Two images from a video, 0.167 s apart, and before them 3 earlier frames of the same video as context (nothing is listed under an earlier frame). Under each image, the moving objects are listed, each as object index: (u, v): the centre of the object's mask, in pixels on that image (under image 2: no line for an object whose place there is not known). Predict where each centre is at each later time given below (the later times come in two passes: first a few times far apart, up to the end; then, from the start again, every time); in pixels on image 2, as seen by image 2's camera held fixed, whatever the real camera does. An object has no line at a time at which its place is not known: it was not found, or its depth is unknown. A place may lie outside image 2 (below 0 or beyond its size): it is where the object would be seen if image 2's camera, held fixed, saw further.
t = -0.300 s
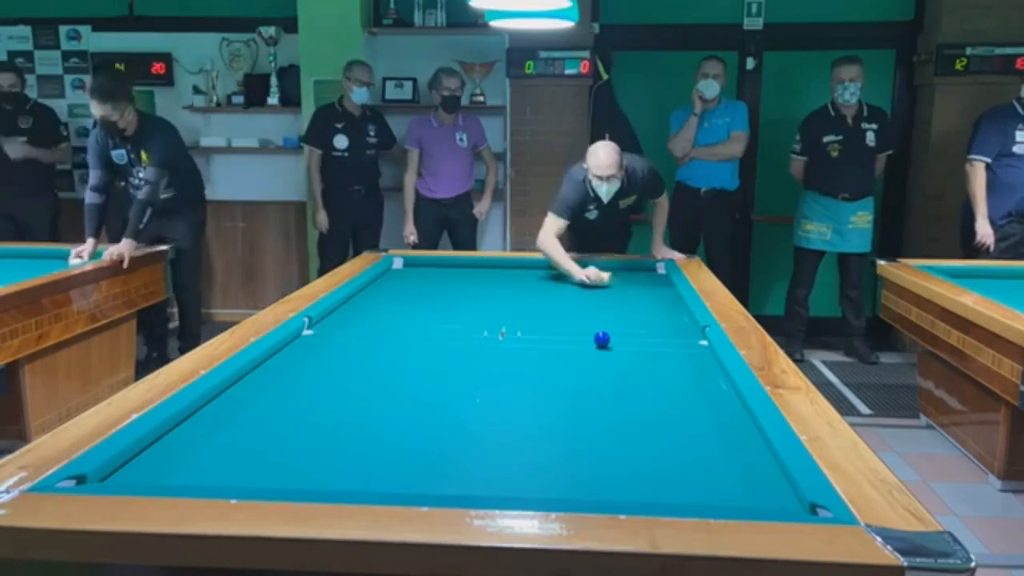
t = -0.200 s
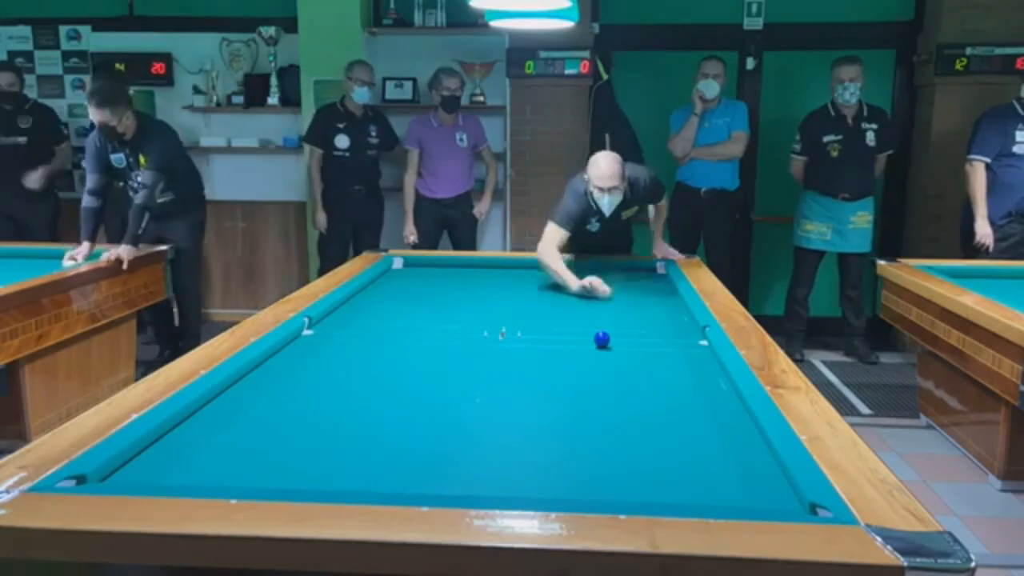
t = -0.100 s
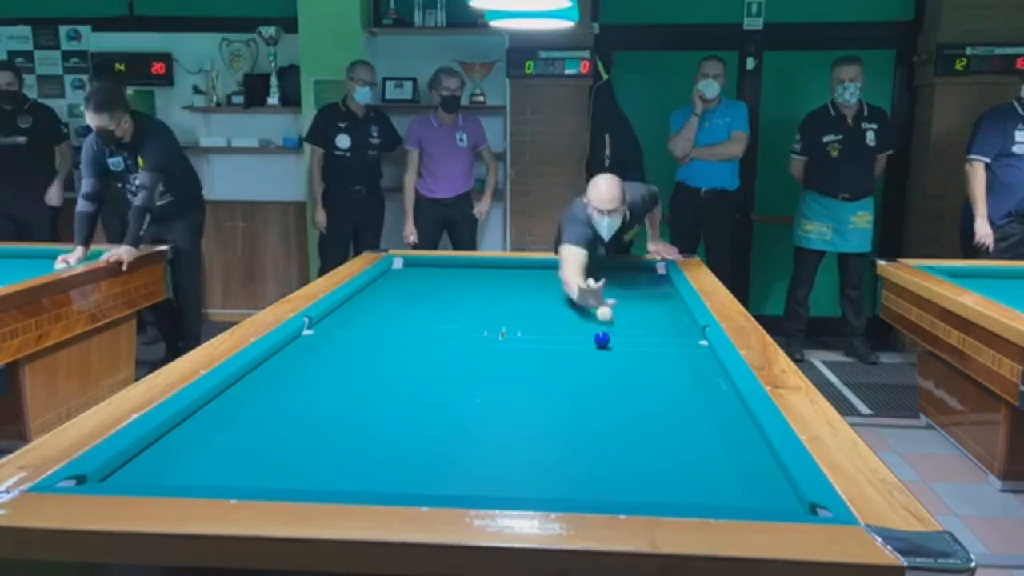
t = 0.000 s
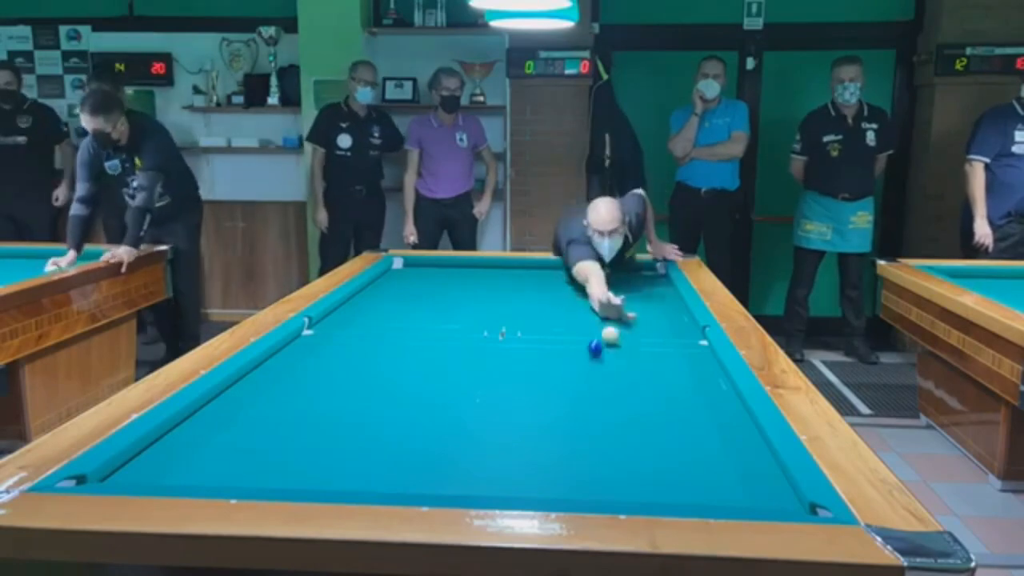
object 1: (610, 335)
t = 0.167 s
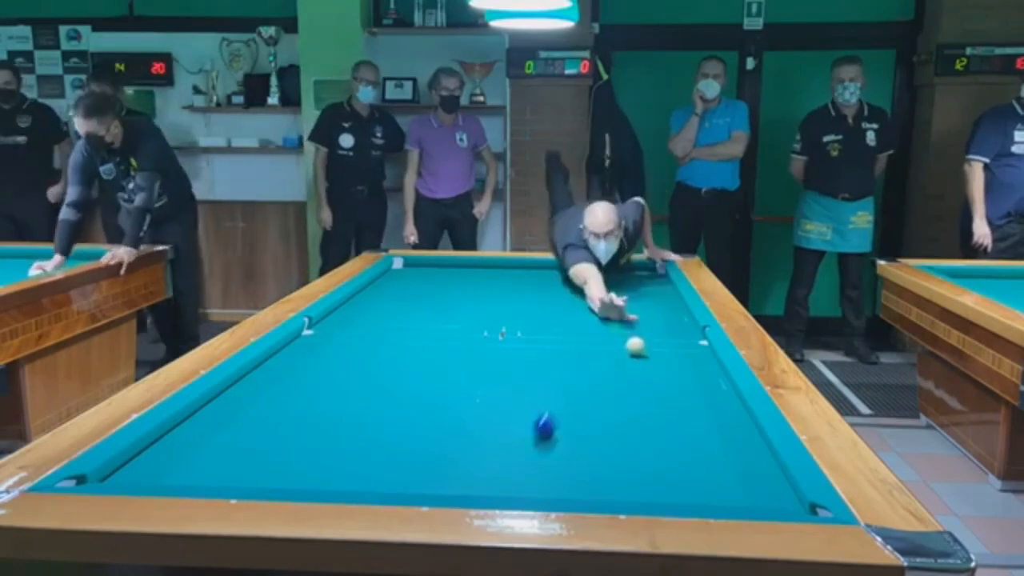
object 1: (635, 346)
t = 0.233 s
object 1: (645, 350)
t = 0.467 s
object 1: (680, 366)
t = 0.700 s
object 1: (718, 383)
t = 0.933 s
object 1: (714, 398)
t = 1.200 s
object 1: (704, 417)
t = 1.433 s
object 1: (696, 435)
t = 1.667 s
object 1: (686, 455)
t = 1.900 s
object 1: (675, 477)
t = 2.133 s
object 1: (663, 494)
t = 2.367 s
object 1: (648, 492)
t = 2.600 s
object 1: (635, 483)
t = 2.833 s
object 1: (622, 469)
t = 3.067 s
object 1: (610, 457)
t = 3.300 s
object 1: (600, 446)
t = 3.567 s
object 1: (590, 435)
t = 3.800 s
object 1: (581, 427)
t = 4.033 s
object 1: (574, 419)
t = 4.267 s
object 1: (567, 412)
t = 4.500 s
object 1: (561, 405)
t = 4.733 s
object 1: (556, 400)
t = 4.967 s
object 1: (551, 395)
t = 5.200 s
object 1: (546, 390)
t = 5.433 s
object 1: (542, 385)
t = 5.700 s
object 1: (538, 380)
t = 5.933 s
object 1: (534, 377)
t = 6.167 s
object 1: (531, 373)
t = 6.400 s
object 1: (528, 370)
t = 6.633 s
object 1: (526, 367)
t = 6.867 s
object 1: (523, 365)
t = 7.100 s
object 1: (521, 362)
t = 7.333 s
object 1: (519, 360)
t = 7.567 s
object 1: (518, 359)
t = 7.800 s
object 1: (516, 357)
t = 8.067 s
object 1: (514, 356)
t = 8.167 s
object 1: (514, 355)
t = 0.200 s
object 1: (640, 348)
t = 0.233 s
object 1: (645, 350)
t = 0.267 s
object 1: (650, 352)
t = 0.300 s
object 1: (654, 355)
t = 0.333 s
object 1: (659, 357)
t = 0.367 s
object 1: (664, 359)
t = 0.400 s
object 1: (669, 361)
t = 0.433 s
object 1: (674, 363)
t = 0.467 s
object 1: (680, 366)
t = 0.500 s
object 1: (685, 368)
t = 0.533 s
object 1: (690, 371)
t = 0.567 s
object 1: (696, 373)
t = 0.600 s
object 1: (701, 376)
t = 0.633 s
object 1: (707, 378)
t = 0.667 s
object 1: (712, 380)
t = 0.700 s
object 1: (718, 383)
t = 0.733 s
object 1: (722, 385)
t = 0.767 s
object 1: (720, 387)
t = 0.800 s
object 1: (718, 390)
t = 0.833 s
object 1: (717, 392)
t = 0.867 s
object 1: (716, 394)
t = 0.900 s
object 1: (715, 396)
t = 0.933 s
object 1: (714, 398)
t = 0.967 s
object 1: (713, 401)
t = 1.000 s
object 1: (712, 403)
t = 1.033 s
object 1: (710, 405)
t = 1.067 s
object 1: (709, 407)
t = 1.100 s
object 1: (708, 410)
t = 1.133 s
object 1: (707, 412)
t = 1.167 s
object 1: (705, 414)
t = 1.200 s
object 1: (704, 417)
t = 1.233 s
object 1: (703, 419)
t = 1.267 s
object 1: (702, 422)
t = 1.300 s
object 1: (701, 424)
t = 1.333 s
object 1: (700, 427)
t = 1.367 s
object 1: (698, 429)
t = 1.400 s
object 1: (697, 432)
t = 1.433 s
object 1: (696, 435)
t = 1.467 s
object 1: (695, 437)
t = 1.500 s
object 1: (693, 440)
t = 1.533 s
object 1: (692, 443)
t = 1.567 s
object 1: (691, 446)
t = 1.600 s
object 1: (689, 449)
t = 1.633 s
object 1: (688, 452)
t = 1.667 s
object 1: (686, 455)
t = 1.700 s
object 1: (685, 457)
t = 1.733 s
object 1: (683, 460)
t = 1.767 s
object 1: (682, 464)
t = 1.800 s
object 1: (680, 467)
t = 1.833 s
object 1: (679, 470)
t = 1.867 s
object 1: (677, 473)
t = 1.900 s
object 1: (675, 477)
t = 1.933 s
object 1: (674, 480)
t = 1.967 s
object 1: (672, 483)
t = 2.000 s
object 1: (670, 485)
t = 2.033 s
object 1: (669, 488)
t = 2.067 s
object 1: (667, 490)
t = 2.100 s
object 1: (665, 492)
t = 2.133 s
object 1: (663, 494)
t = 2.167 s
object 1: (661, 496)
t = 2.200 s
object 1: (660, 498)
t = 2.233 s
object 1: (658, 498)
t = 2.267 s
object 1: (654, 496)
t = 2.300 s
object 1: (652, 495)
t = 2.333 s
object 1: (650, 493)
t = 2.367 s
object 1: (648, 492)
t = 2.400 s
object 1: (646, 491)
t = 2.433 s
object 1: (644, 489)
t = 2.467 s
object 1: (642, 488)
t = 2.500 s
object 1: (640, 487)
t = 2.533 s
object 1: (639, 486)
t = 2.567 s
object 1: (637, 485)
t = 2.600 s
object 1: (635, 483)
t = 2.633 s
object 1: (632, 480)
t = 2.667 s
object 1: (630, 478)
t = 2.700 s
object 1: (629, 477)
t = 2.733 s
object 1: (627, 475)
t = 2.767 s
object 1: (625, 473)
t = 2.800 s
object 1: (624, 471)
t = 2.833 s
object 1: (622, 469)
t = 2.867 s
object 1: (620, 467)
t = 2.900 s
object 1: (618, 466)
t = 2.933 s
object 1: (617, 464)
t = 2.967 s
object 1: (615, 462)
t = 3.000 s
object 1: (613, 460)
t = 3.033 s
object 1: (612, 459)
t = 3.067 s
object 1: (610, 457)
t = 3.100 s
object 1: (609, 455)
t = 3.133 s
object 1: (607, 454)
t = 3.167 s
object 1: (606, 452)
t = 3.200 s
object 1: (604, 451)
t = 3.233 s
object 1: (603, 449)
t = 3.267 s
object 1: (601, 448)
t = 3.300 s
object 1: (600, 446)
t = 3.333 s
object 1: (599, 445)
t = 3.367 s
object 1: (597, 444)
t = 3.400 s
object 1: (596, 442)
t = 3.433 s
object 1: (595, 441)
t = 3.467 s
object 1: (593, 439)
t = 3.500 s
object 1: (592, 438)
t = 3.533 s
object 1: (591, 437)
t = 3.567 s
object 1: (590, 435)
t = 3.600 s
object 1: (589, 434)
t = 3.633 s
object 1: (587, 433)
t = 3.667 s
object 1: (586, 431)
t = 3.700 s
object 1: (585, 430)
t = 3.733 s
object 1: (584, 429)
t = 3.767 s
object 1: (583, 428)
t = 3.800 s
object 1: (581, 427)
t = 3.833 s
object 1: (580, 426)
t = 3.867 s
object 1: (579, 424)
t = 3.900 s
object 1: (578, 423)
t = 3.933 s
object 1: (576, 422)
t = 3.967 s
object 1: (576, 421)
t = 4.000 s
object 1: (575, 420)
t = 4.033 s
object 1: (574, 419)
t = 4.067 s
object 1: (573, 418)
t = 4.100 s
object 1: (571, 417)
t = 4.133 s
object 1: (571, 416)
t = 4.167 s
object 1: (569, 415)
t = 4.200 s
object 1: (568, 414)
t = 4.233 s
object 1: (568, 413)
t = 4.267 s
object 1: (567, 412)
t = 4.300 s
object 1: (566, 411)
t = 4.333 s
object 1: (565, 410)
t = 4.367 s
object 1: (564, 409)
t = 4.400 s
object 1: (564, 408)
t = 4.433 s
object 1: (563, 408)
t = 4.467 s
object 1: (562, 406)
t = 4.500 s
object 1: (561, 405)
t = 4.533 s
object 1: (560, 405)
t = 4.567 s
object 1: (560, 404)
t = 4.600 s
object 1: (559, 403)
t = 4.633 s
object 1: (558, 402)
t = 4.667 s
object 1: (557, 402)
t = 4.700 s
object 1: (557, 400)
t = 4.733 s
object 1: (556, 400)
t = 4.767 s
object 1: (555, 399)
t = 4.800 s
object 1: (554, 398)
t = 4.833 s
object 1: (554, 398)
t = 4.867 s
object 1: (553, 397)
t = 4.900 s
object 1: (552, 396)
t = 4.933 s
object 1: (552, 396)
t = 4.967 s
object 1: (551, 395)
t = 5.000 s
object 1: (550, 393)
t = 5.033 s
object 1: (549, 393)
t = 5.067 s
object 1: (549, 392)
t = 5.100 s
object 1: (548, 392)
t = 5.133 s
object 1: (548, 391)
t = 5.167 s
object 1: (547, 390)
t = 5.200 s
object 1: (546, 390)
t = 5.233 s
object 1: (546, 389)
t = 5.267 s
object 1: (545, 388)
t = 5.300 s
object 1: (544, 388)
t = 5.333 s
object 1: (544, 387)
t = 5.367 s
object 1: (543, 386)
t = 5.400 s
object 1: (543, 386)
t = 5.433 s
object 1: (542, 385)
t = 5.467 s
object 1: (541, 385)
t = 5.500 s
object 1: (541, 384)
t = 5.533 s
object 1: (540, 383)
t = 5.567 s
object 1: (540, 383)
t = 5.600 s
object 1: (539, 382)
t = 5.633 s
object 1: (539, 382)
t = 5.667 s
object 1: (538, 381)
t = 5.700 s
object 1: (538, 380)
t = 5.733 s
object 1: (537, 380)
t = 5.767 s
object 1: (537, 380)
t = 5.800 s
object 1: (536, 379)
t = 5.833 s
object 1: (536, 378)
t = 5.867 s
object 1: (535, 378)
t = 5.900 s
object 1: (535, 377)
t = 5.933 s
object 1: (534, 377)
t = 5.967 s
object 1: (534, 376)
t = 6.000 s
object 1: (533, 375)
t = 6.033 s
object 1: (533, 375)
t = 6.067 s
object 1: (532, 375)
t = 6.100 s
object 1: (532, 374)
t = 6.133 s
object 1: (531, 374)
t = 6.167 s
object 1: (531, 373)
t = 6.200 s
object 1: (531, 373)
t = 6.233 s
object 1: (530, 372)
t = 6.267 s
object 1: (530, 372)
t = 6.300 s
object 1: (529, 371)
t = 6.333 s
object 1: (529, 371)
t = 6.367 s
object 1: (529, 371)
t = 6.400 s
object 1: (528, 370)
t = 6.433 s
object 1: (528, 370)
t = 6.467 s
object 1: (528, 370)
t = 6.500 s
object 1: (527, 369)
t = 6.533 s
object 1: (527, 369)
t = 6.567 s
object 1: (527, 368)
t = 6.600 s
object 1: (527, 368)
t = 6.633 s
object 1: (526, 367)
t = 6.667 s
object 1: (526, 367)
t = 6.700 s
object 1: (525, 366)
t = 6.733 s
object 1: (525, 366)
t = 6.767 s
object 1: (525, 366)
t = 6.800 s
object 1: (524, 365)
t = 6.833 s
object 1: (524, 365)
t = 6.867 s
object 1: (523, 365)
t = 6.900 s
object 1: (523, 364)
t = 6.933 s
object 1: (523, 364)
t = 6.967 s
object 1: (523, 364)
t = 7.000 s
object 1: (522, 363)
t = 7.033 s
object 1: (522, 363)
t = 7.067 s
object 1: (522, 363)
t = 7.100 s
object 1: (521, 362)
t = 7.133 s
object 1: (521, 362)
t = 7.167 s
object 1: (521, 362)
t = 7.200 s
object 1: (520, 361)
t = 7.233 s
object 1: (520, 361)
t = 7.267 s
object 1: (520, 361)
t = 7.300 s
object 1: (520, 360)
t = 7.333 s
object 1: (519, 360)
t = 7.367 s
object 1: (519, 360)
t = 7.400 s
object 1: (519, 360)
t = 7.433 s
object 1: (519, 360)
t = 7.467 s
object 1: (518, 359)
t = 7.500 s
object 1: (518, 359)
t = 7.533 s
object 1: (518, 359)
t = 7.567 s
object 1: (518, 359)
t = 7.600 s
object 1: (517, 358)
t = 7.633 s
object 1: (517, 358)
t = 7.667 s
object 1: (517, 358)
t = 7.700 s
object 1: (516, 358)
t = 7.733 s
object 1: (516, 357)
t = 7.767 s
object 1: (516, 357)
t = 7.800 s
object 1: (516, 357)
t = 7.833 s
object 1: (516, 357)
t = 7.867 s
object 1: (515, 357)
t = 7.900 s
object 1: (515, 356)
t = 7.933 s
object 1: (515, 356)
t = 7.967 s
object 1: (515, 356)
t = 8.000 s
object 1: (515, 356)
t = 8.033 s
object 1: (514, 356)
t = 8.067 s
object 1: (514, 356)
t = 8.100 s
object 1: (514, 356)
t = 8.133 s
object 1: (514, 355)
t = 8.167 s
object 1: (514, 355)
